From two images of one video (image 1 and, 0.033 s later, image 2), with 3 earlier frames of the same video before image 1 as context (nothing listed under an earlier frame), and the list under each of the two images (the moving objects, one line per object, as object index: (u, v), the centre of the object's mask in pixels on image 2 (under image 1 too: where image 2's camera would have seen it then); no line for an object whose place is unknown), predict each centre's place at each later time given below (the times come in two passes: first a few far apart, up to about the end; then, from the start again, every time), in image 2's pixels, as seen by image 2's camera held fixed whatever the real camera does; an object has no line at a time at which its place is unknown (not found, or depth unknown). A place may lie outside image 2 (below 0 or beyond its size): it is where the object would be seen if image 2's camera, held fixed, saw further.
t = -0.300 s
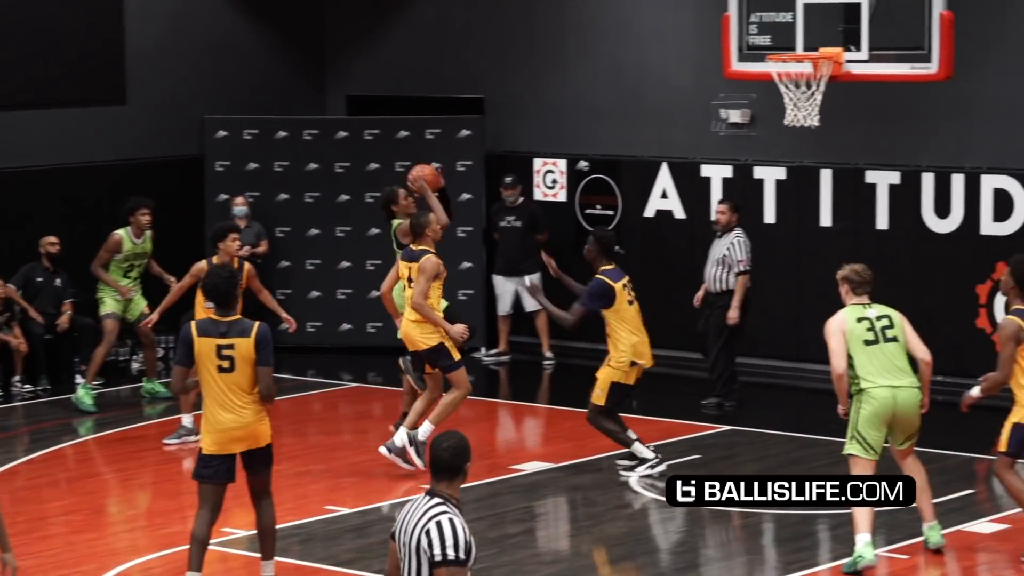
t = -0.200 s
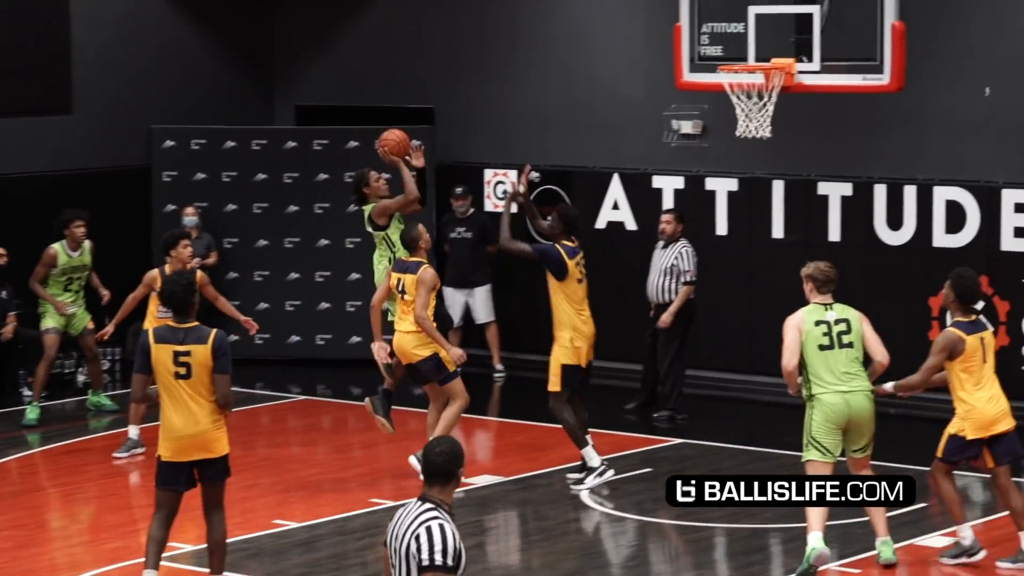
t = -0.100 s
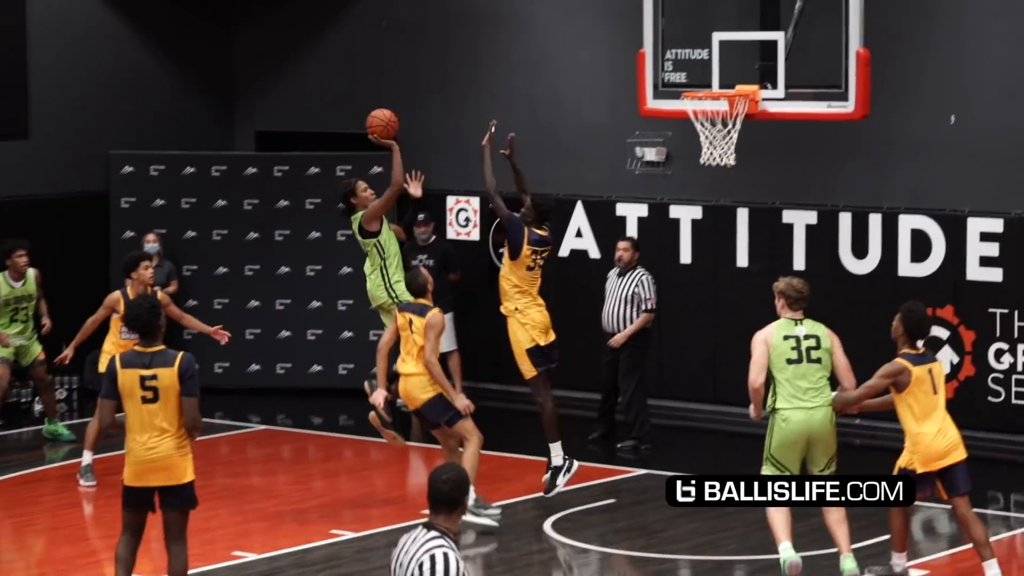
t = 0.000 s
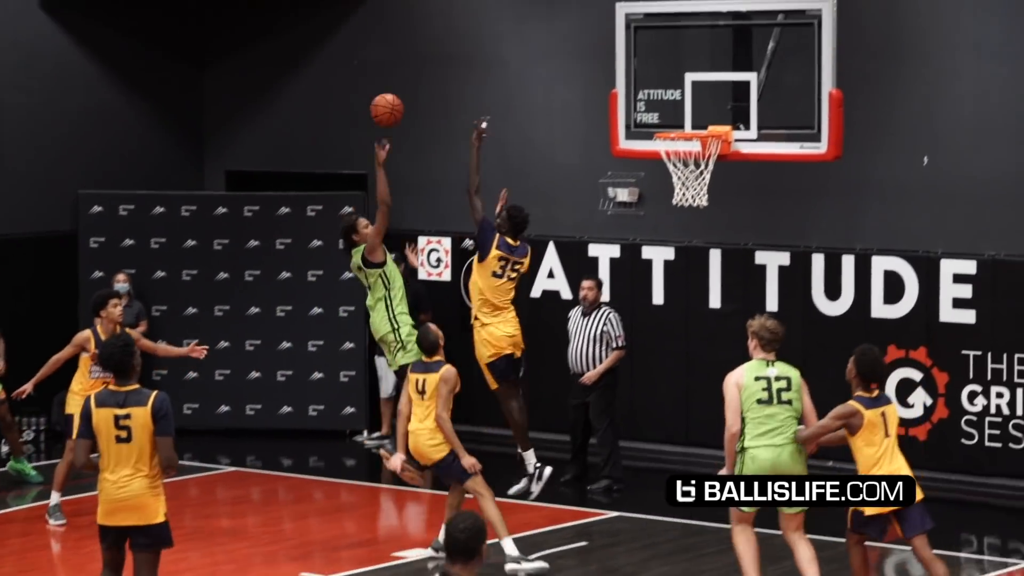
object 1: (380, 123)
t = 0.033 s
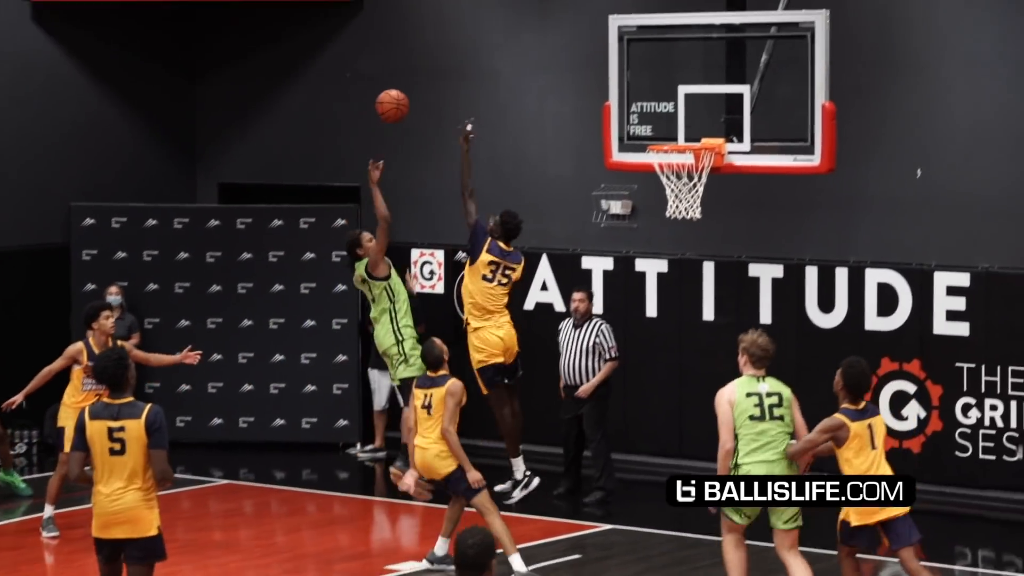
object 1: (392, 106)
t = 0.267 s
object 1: (480, 32)
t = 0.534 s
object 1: (582, 40)
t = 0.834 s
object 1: (698, 166)
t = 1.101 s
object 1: (722, 238)
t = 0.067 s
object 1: (405, 90)
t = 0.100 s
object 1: (417, 77)
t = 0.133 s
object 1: (430, 65)
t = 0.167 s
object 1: (442, 54)
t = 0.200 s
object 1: (454, 45)
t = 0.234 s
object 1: (467, 38)
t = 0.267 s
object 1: (480, 32)
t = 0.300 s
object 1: (493, 27)
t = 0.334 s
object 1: (506, 24)
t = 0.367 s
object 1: (518, 23)
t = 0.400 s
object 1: (531, 23)
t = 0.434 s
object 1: (544, 25)
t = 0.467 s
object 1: (556, 28)
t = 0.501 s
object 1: (569, 33)
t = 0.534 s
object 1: (582, 40)
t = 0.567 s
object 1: (594, 48)
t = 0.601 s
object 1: (607, 58)
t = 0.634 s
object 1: (620, 68)
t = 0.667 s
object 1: (633, 81)
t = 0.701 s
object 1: (646, 95)
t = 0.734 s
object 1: (659, 110)
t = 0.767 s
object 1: (671, 128)
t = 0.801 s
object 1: (684, 147)
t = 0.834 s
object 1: (698, 166)
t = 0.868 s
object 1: (708, 184)
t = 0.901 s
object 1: (712, 189)
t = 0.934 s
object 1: (712, 200)
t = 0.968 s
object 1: (714, 200)
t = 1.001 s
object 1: (716, 207)
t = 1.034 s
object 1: (717, 216)
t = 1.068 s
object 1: (719, 226)
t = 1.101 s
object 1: (722, 238)
